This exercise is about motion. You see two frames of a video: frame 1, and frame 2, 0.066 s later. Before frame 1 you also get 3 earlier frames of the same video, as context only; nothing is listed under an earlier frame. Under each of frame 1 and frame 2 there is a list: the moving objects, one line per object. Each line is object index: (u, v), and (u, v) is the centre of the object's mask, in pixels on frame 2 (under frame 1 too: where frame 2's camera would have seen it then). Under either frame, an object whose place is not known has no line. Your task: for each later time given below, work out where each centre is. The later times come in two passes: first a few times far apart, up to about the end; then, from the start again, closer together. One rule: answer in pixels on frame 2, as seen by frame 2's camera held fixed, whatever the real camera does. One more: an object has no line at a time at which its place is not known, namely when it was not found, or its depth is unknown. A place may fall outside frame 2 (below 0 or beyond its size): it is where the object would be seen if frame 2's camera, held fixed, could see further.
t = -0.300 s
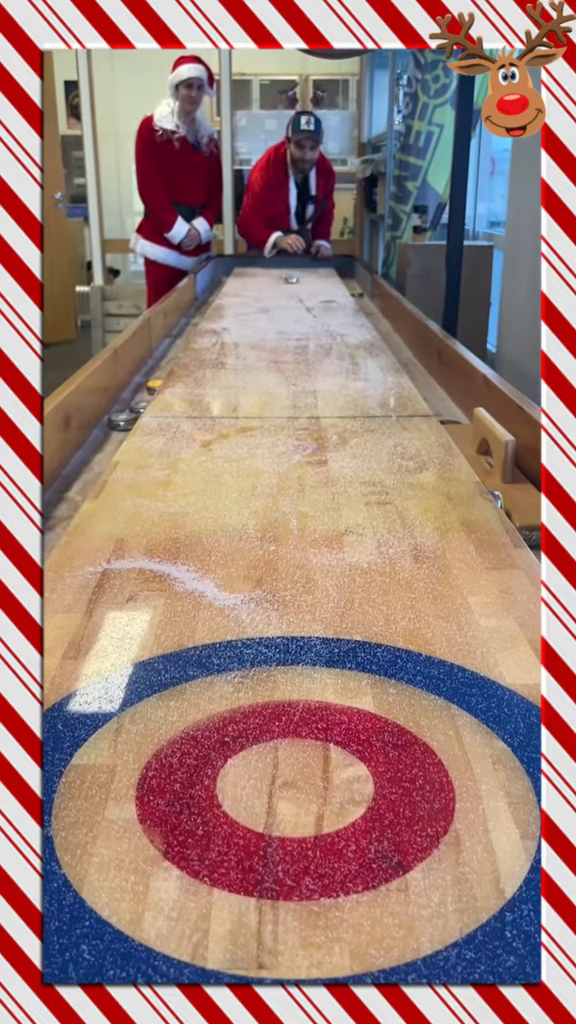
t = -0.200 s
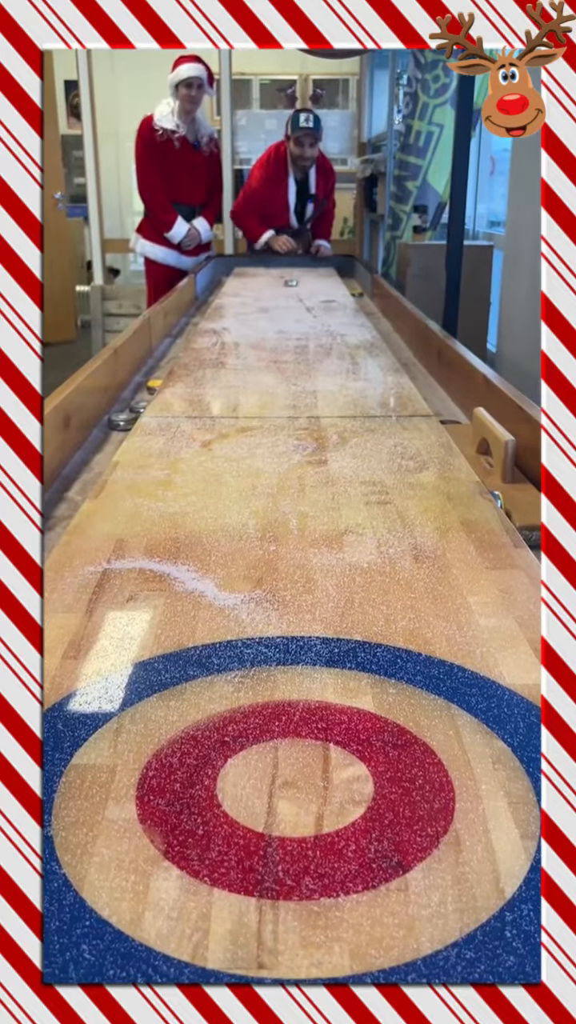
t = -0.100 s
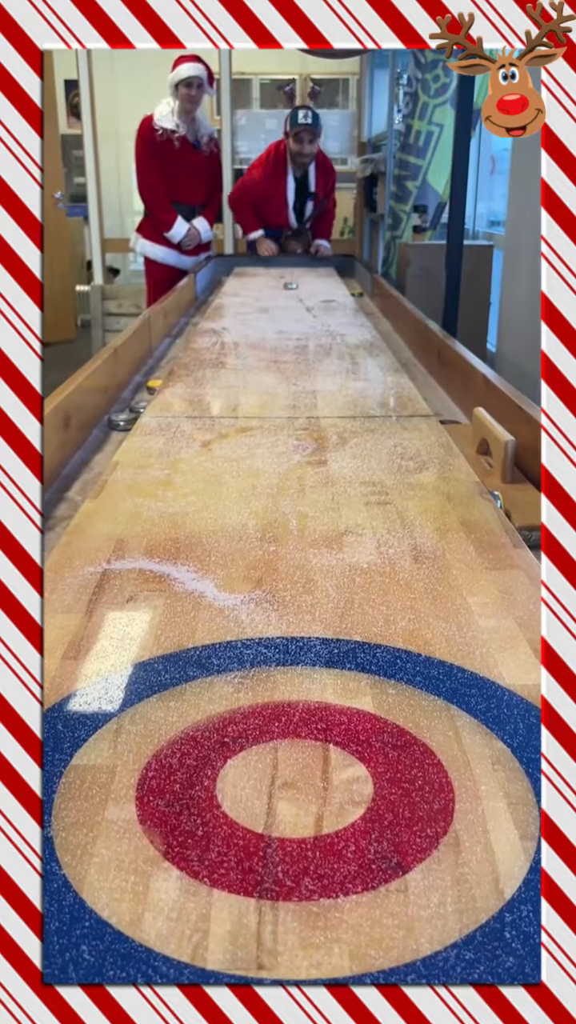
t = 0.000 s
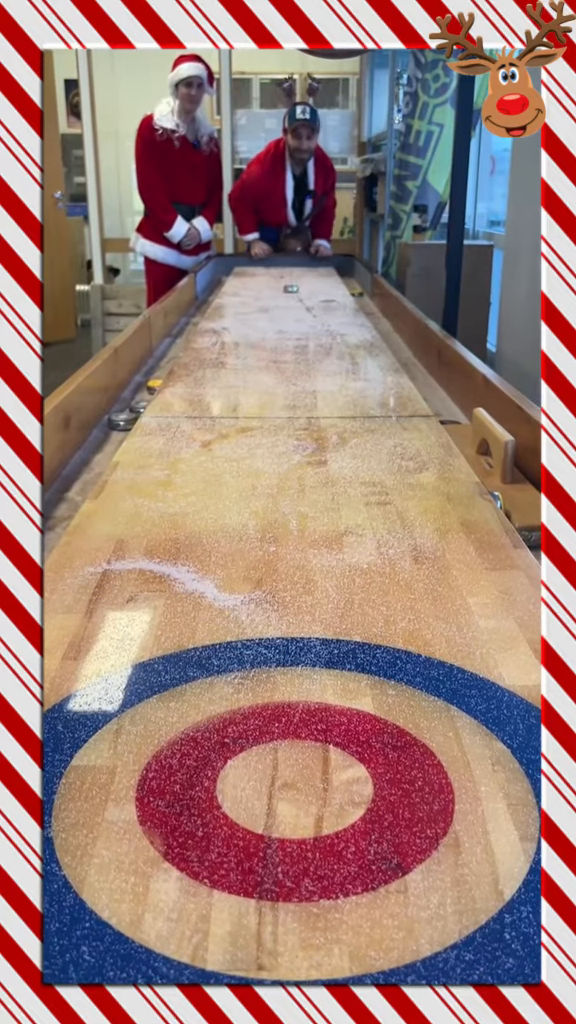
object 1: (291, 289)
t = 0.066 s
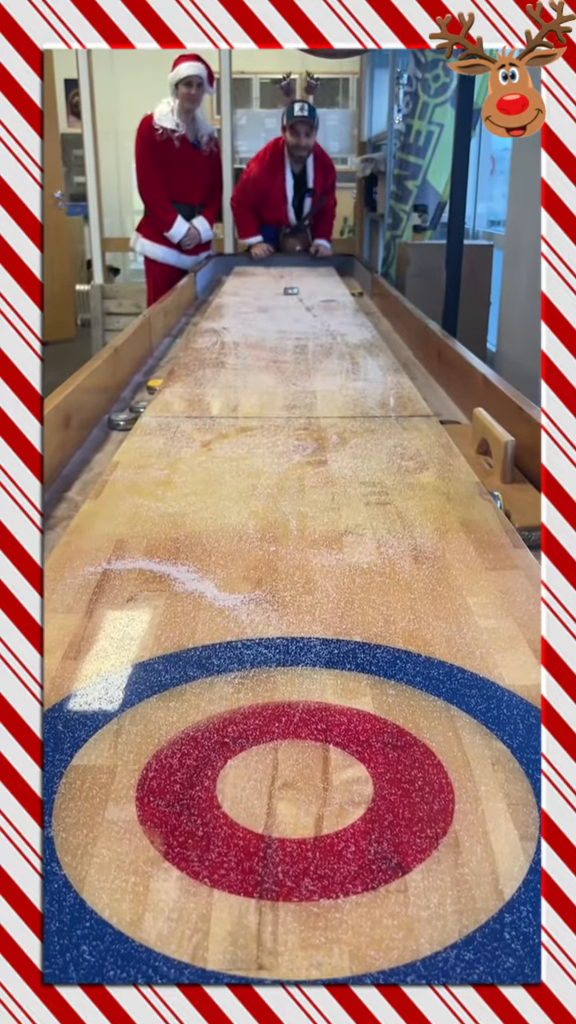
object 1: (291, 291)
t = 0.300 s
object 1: (291, 299)
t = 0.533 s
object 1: (292, 309)
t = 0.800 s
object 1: (294, 320)
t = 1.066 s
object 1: (296, 335)
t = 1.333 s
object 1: (298, 351)
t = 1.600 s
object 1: (300, 370)
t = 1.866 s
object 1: (302, 392)
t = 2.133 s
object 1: (304, 418)
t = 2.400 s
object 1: (306, 448)
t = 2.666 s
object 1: (307, 484)
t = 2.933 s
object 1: (309, 527)
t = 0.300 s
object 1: (291, 299)
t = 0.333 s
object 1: (291, 301)
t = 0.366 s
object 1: (292, 302)
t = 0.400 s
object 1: (292, 303)
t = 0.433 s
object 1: (292, 305)
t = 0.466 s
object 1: (292, 306)
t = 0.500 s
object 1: (292, 307)
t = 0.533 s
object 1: (292, 309)
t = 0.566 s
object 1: (293, 310)
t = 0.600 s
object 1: (293, 311)
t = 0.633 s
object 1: (293, 313)
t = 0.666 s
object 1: (293, 314)
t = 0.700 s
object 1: (294, 316)
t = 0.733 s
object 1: (294, 317)
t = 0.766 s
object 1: (294, 319)
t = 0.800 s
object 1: (294, 320)
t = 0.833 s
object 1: (294, 322)
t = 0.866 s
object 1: (295, 324)
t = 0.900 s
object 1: (295, 326)
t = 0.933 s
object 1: (295, 327)
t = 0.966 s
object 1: (296, 329)
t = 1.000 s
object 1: (296, 331)
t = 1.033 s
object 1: (296, 333)
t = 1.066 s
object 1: (296, 335)
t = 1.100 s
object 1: (297, 337)
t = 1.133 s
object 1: (297, 339)
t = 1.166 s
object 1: (297, 340)
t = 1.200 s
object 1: (297, 343)
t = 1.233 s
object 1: (298, 345)
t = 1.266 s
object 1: (298, 346)
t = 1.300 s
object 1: (298, 349)
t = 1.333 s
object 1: (298, 351)
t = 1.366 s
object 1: (299, 353)
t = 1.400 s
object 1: (299, 355)
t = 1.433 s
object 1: (299, 357)
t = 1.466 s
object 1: (299, 360)
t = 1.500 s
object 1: (299, 363)
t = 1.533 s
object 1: (299, 365)
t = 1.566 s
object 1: (300, 367)
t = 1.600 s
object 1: (300, 370)
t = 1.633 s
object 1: (300, 373)
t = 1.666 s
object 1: (300, 375)
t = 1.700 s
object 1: (301, 378)
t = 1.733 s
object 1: (301, 381)
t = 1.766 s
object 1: (301, 383)
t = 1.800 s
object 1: (301, 386)
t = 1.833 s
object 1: (301, 390)
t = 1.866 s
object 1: (302, 392)
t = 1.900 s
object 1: (302, 396)
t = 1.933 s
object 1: (302, 399)
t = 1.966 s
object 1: (303, 401)
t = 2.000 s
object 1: (303, 405)
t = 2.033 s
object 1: (303, 408)
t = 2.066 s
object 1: (303, 411)
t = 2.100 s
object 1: (304, 415)
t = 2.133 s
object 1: (304, 418)
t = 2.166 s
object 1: (304, 422)
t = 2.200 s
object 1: (304, 425)
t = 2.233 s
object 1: (304, 429)
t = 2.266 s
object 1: (305, 433)
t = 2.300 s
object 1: (305, 436)
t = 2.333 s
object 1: (305, 440)
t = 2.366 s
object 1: (306, 444)
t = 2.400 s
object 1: (306, 448)
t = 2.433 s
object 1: (306, 452)
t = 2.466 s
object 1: (306, 456)
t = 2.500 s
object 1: (306, 461)
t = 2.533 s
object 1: (306, 466)
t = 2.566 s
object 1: (306, 470)
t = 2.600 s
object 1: (307, 475)
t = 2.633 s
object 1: (307, 479)
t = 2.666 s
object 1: (307, 484)
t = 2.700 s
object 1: (308, 489)
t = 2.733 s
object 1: (308, 494)
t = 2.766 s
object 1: (308, 499)
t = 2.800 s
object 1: (308, 505)
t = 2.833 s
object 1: (308, 510)
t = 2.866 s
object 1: (308, 516)
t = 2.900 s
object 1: (309, 521)
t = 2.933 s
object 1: (309, 527)
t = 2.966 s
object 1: (309, 533)
